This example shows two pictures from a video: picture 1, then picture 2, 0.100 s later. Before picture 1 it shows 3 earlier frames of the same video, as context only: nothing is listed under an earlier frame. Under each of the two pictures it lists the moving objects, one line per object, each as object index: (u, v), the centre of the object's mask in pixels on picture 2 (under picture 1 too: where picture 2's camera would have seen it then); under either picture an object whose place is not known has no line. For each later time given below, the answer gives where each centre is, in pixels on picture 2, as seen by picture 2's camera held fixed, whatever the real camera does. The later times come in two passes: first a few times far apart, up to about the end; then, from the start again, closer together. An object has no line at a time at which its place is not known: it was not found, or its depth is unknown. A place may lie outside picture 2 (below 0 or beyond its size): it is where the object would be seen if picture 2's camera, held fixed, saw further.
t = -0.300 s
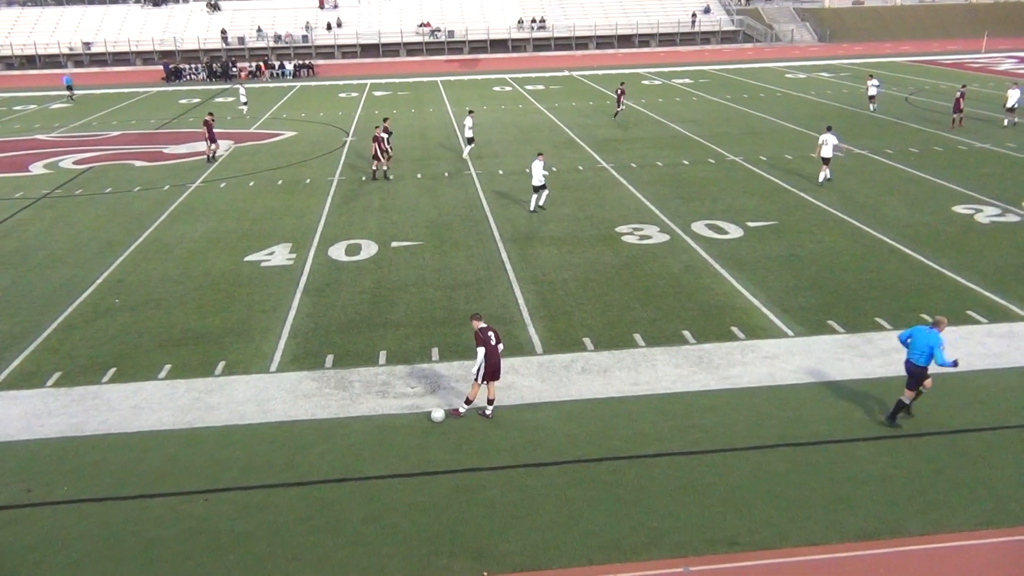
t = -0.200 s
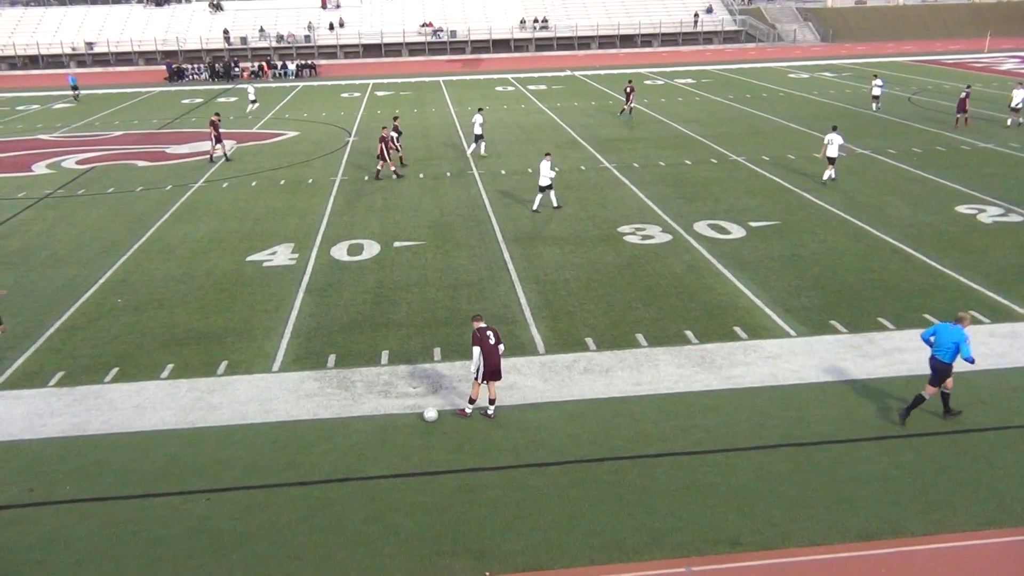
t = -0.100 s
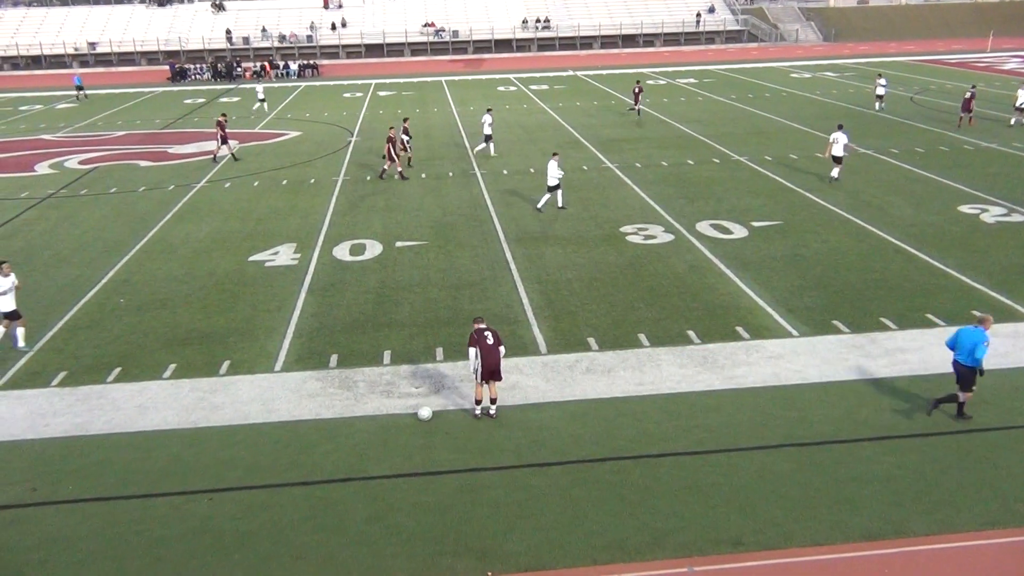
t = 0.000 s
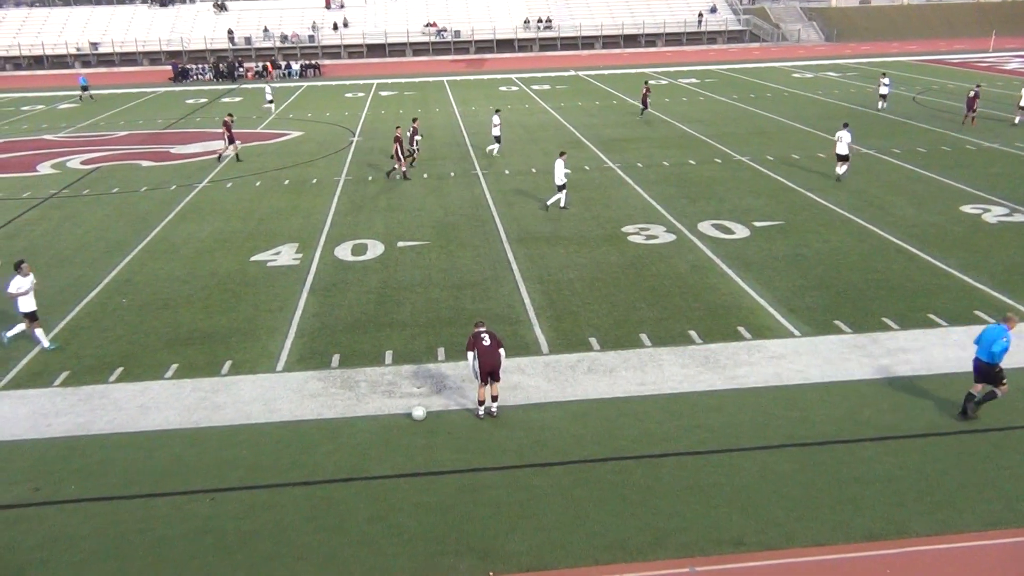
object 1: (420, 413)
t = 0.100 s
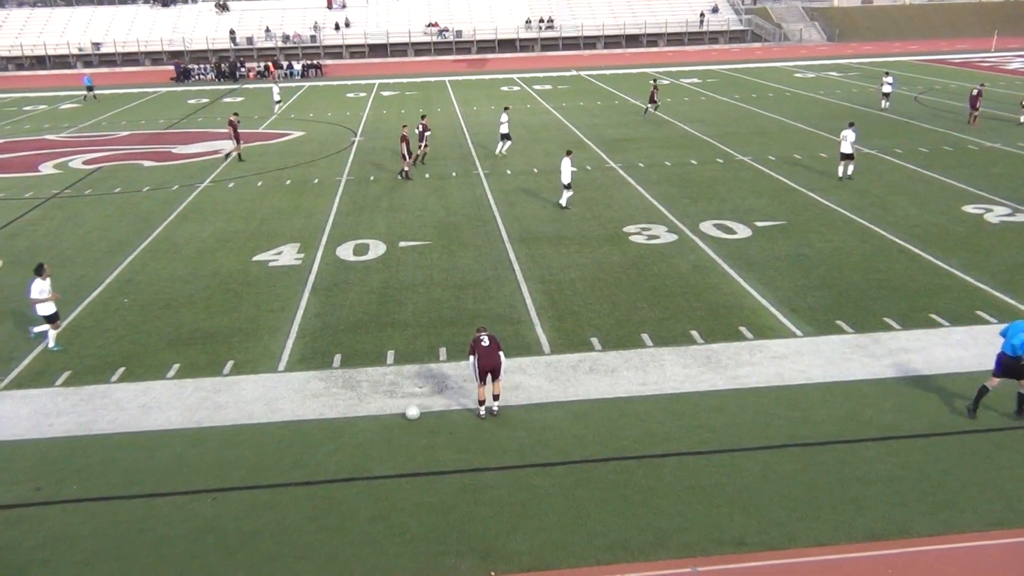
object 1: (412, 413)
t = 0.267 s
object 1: (400, 412)
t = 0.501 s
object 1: (385, 411)
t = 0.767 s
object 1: (369, 410)
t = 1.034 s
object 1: (354, 409)
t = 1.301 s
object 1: (342, 409)
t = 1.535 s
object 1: (332, 409)
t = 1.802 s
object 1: (324, 409)
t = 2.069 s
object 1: (319, 408)
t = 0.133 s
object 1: (410, 413)
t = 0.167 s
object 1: (408, 413)
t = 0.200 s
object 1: (405, 412)
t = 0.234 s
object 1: (402, 412)
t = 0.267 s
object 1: (400, 412)
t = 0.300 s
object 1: (398, 412)
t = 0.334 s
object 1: (396, 412)
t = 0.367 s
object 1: (393, 411)
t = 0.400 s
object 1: (391, 411)
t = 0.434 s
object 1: (389, 411)
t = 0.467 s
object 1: (387, 411)
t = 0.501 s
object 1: (385, 411)
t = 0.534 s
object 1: (383, 411)
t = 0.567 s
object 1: (380, 411)
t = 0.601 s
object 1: (378, 411)
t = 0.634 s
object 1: (376, 410)
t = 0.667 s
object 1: (374, 410)
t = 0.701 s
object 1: (373, 409)
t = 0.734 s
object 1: (370, 410)
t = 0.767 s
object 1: (369, 410)
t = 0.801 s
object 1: (367, 409)
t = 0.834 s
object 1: (364, 409)
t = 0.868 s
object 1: (362, 409)
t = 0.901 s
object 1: (361, 409)
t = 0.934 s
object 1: (359, 409)
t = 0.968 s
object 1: (357, 409)
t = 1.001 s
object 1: (356, 409)
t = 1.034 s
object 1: (354, 409)
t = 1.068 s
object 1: (352, 409)
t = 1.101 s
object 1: (351, 409)
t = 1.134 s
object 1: (349, 409)
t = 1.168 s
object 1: (348, 409)
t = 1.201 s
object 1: (346, 409)
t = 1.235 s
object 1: (344, 409)
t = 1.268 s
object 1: (343, 409)
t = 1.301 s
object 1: (342, 409)
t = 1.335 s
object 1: (340, 409)
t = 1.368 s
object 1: (339, 409)
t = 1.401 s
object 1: (337, 409)
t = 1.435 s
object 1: (336, 409)
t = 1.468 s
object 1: (334, 409)
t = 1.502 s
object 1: (333, 409)
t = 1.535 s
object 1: (332, 409)
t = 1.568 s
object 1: (331, 409)
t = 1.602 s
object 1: (330, 409)
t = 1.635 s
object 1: (329, 409)
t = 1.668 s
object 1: (328, 409)
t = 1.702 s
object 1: (326, 409)
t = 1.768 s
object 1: (325, 409)
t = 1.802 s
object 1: (324, 409)
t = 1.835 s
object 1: (323, 409)
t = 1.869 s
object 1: (323, 409)
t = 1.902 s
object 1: (322, 409)
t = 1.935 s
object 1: (321, 409)
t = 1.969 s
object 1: (321, 408)
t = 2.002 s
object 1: (320, 408)
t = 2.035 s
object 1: (319, 408)
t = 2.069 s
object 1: (319, 408)
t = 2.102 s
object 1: (318, 409)
